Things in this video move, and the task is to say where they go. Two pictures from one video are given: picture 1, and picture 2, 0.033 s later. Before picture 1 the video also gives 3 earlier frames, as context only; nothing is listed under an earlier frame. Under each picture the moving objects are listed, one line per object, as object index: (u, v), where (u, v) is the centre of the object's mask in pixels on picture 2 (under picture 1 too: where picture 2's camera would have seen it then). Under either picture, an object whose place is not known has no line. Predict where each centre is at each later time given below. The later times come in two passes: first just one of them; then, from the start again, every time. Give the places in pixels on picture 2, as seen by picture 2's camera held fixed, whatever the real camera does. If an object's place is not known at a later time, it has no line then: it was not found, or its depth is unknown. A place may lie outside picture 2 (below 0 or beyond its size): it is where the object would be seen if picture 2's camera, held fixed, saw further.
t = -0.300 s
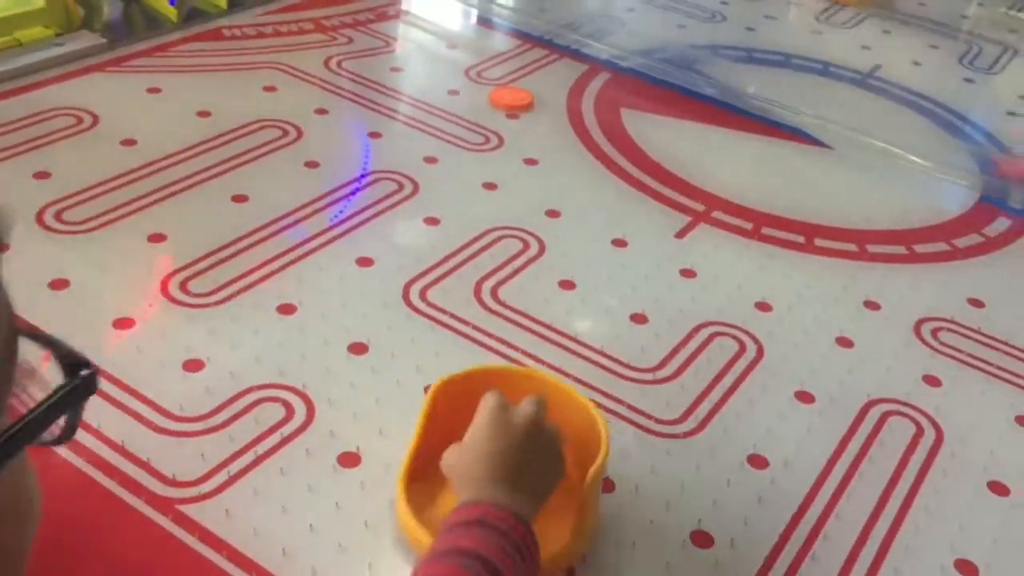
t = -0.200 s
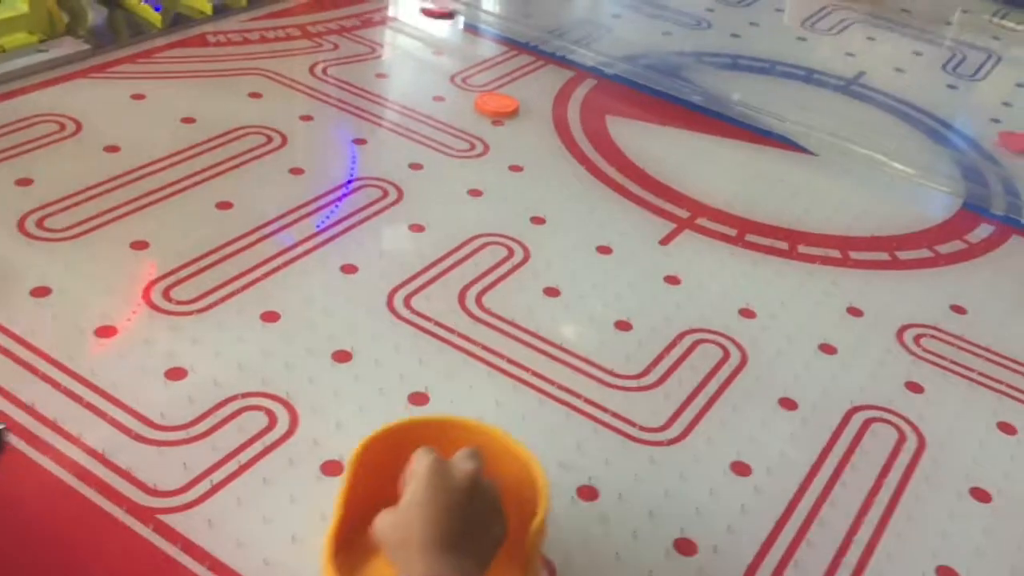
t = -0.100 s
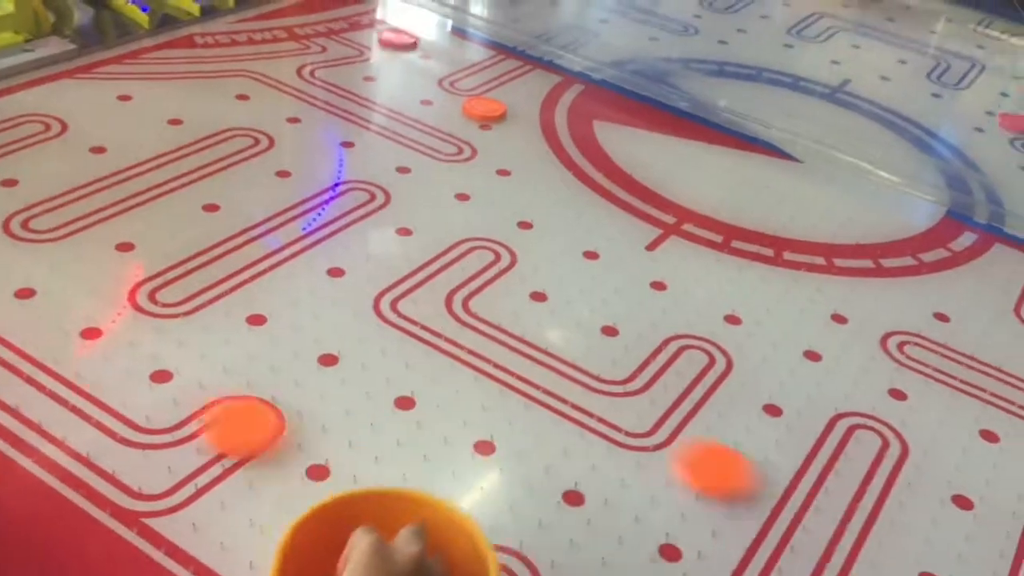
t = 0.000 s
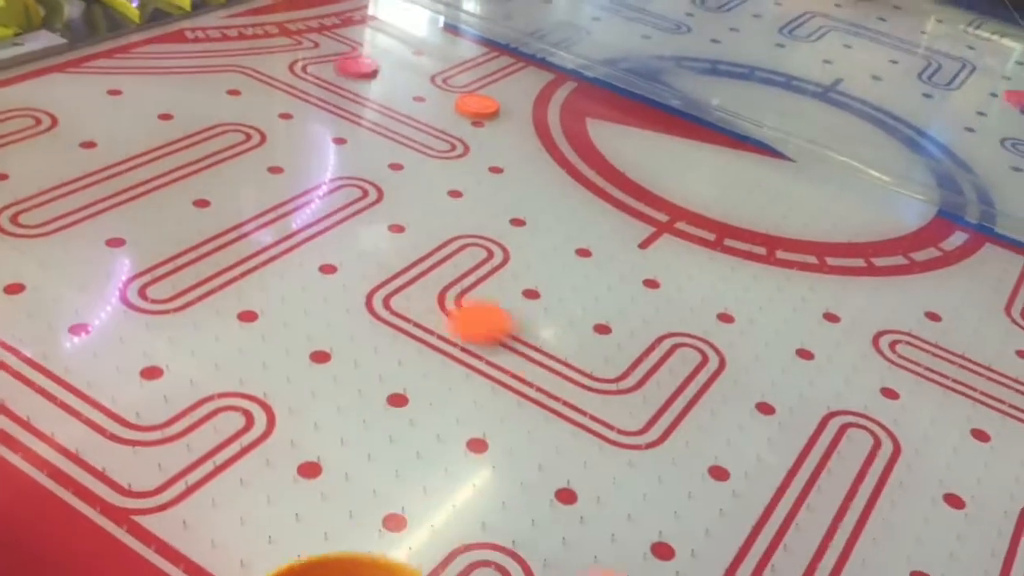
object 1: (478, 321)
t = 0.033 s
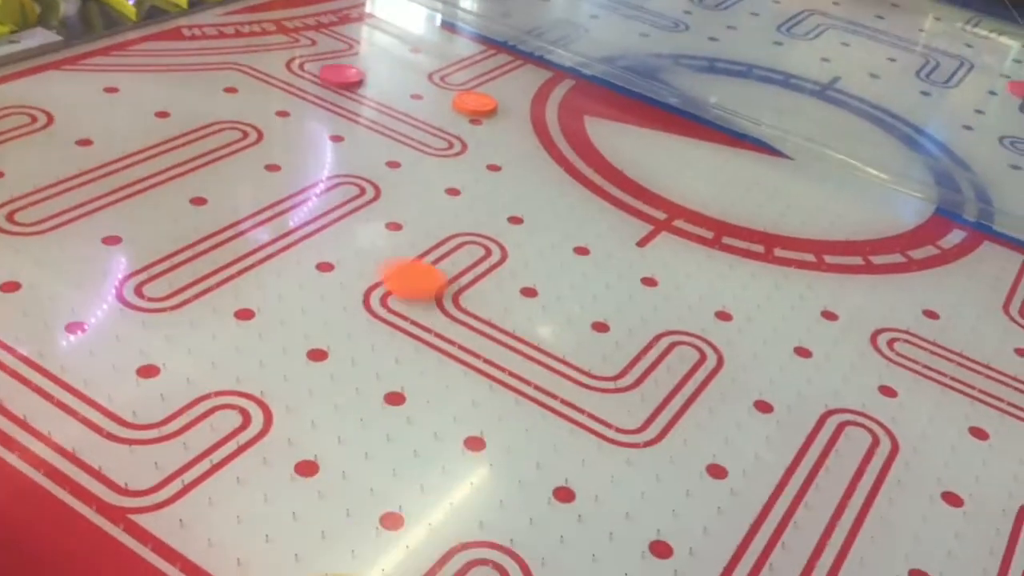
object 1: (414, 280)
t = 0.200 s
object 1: (153, 114)
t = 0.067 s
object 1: (354, 242)
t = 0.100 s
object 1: (296, 206)
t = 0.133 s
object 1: (248, 175)
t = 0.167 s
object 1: (197, 143)
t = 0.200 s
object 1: (153, 114)
